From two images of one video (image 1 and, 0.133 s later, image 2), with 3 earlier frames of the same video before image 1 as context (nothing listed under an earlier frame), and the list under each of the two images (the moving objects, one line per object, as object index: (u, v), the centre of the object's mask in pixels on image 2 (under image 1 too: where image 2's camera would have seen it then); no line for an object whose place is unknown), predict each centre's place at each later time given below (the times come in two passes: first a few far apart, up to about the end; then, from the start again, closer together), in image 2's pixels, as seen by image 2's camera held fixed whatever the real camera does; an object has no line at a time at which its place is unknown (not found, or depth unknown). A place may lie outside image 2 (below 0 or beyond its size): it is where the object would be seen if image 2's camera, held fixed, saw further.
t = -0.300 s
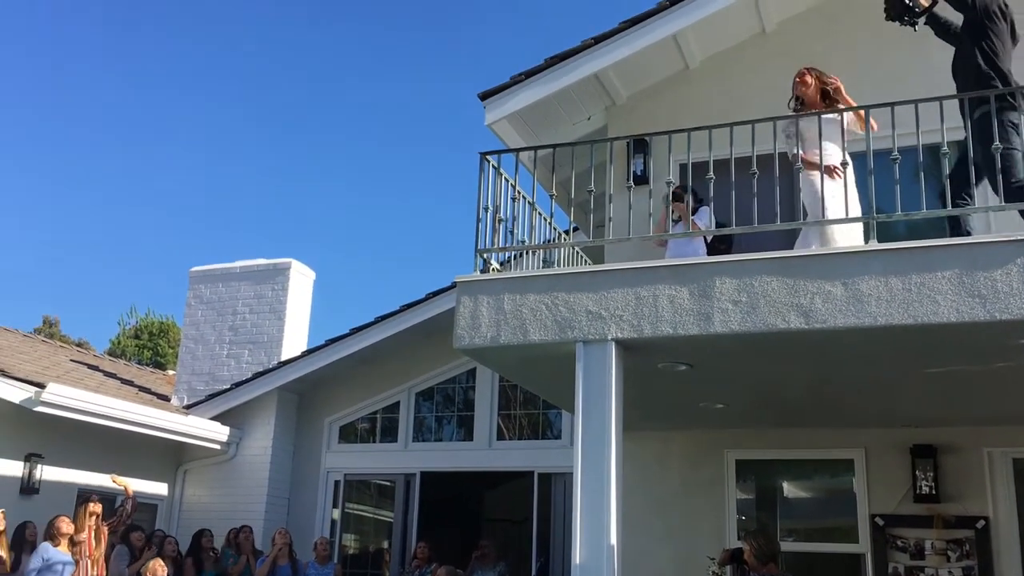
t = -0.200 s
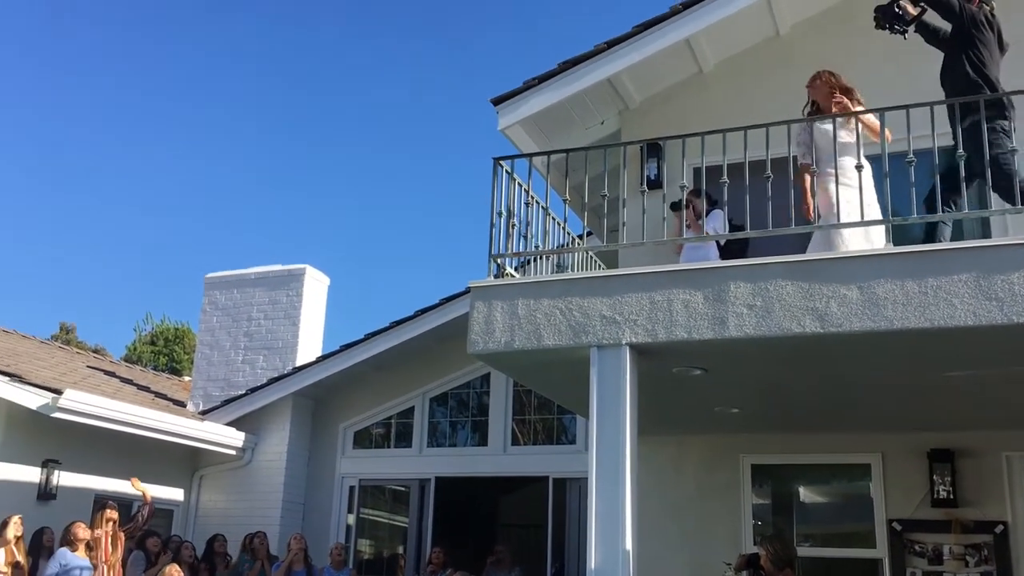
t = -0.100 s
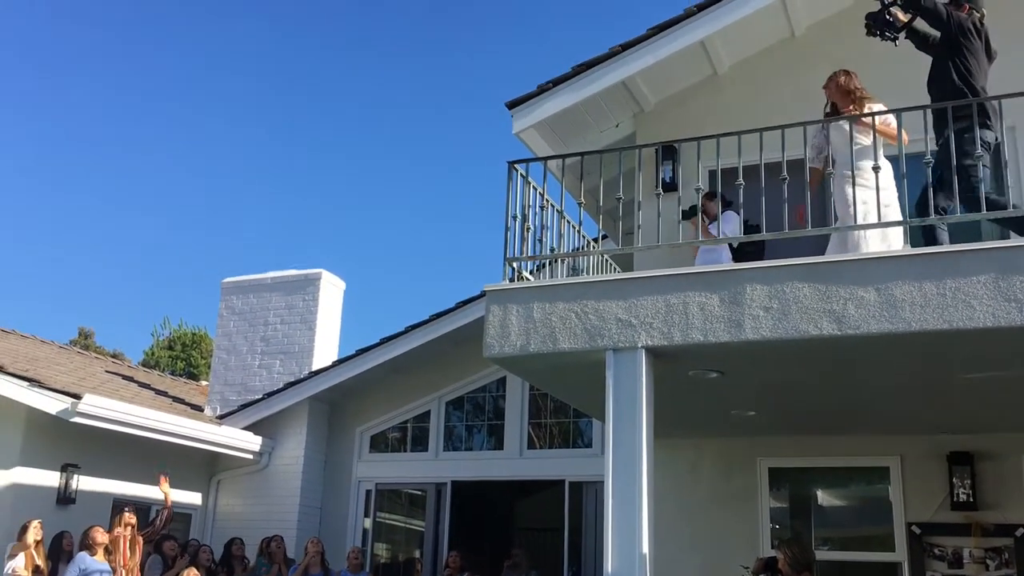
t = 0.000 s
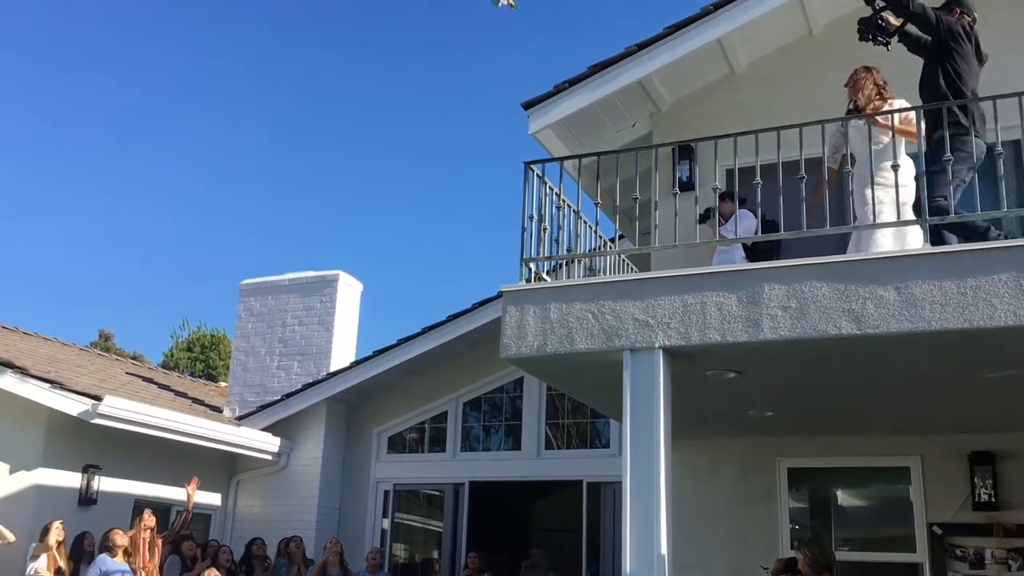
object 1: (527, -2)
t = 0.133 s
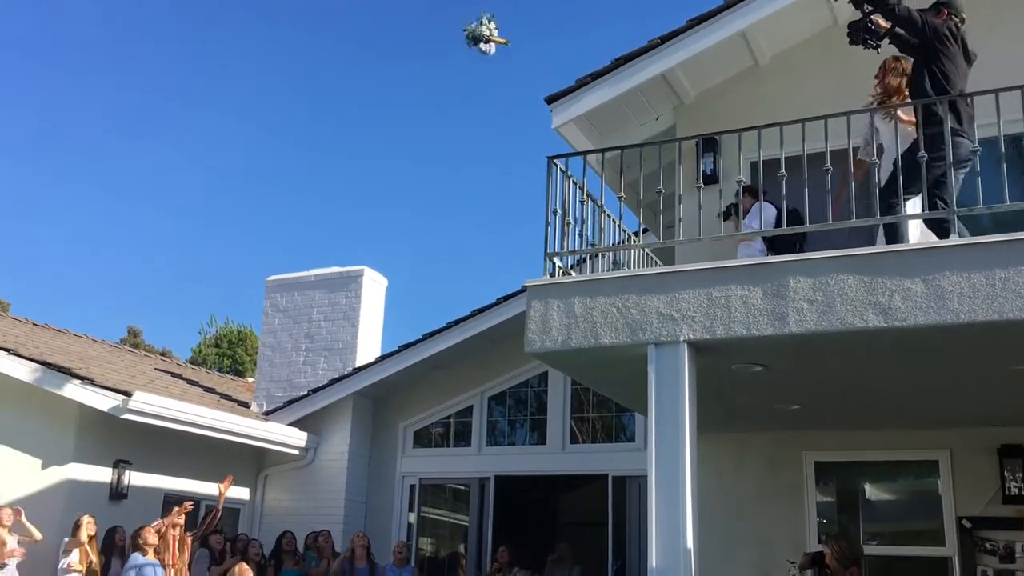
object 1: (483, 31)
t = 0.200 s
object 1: (465, 62)
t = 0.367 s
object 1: (423, 149)
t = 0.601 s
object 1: (370, 297)
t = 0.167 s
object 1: (474, 46)
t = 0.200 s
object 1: (465, 62)
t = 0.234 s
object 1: (456, 79)
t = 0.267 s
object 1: (447, 93)
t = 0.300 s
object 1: (439, 111)
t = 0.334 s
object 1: (430, 129)
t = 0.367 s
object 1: (423, 149)
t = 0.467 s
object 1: (398, 208)
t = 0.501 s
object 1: (391, 229)
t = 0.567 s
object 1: (377, 273)
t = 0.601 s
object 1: (370, 297)
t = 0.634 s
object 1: (363, 321)
